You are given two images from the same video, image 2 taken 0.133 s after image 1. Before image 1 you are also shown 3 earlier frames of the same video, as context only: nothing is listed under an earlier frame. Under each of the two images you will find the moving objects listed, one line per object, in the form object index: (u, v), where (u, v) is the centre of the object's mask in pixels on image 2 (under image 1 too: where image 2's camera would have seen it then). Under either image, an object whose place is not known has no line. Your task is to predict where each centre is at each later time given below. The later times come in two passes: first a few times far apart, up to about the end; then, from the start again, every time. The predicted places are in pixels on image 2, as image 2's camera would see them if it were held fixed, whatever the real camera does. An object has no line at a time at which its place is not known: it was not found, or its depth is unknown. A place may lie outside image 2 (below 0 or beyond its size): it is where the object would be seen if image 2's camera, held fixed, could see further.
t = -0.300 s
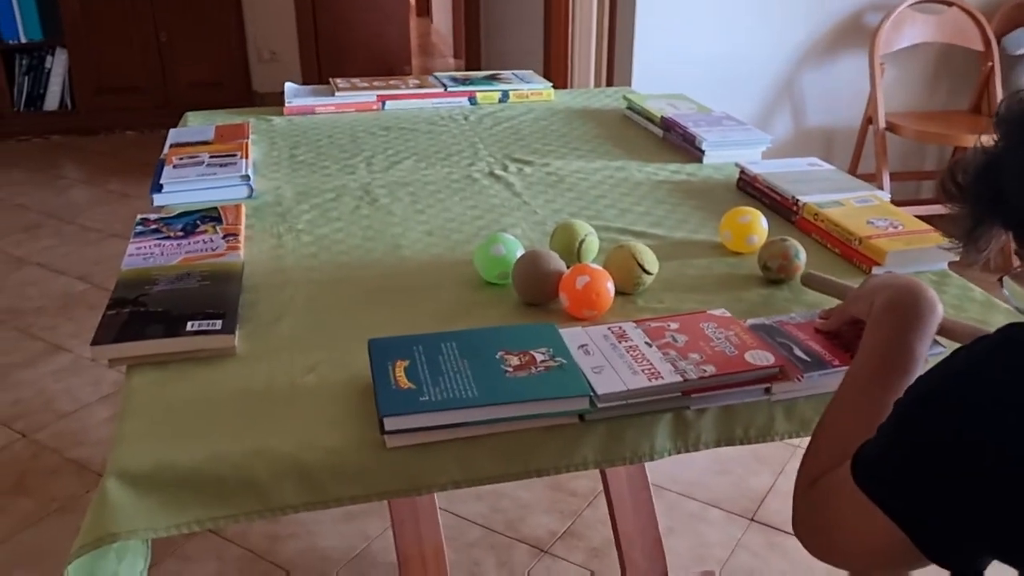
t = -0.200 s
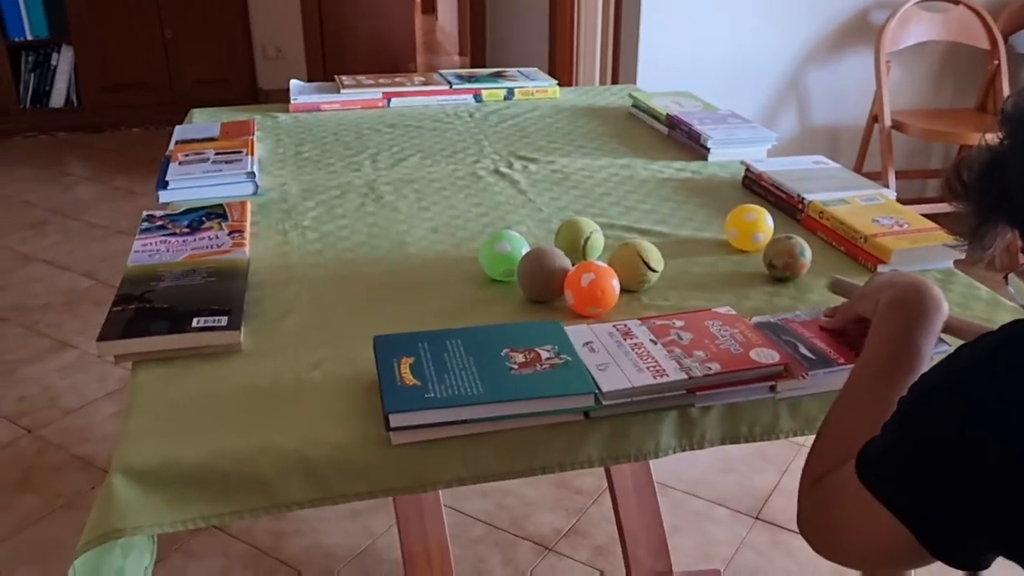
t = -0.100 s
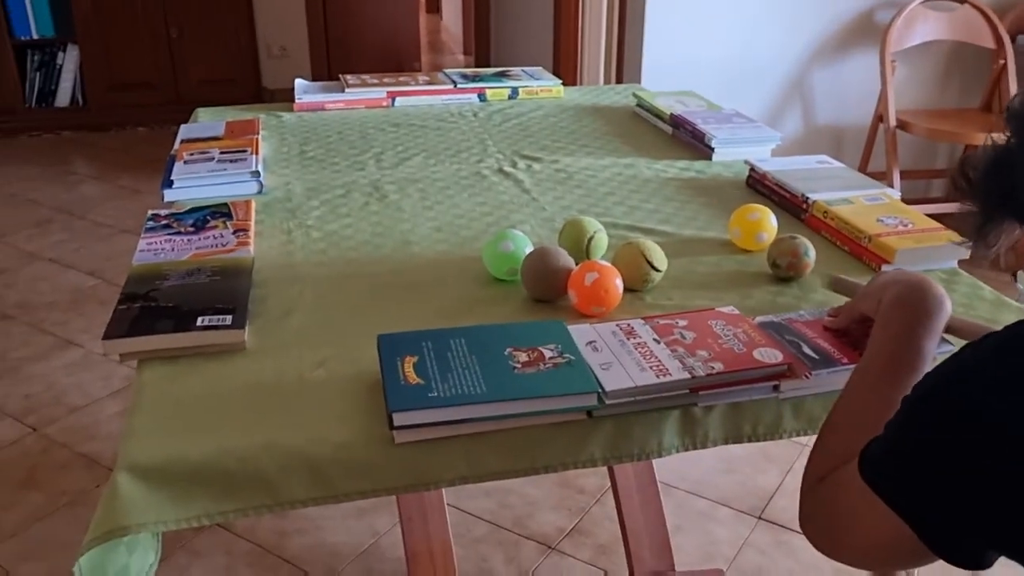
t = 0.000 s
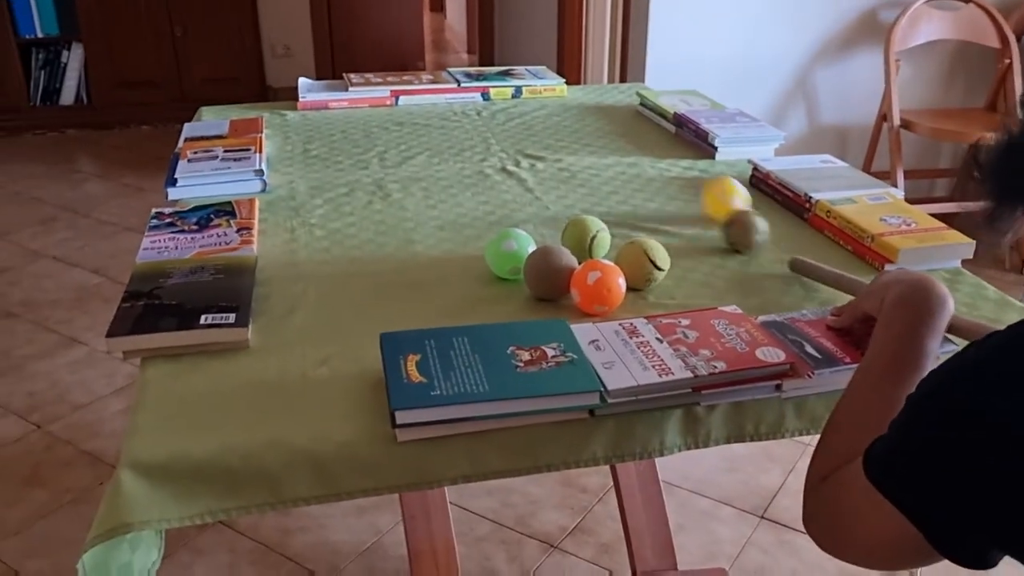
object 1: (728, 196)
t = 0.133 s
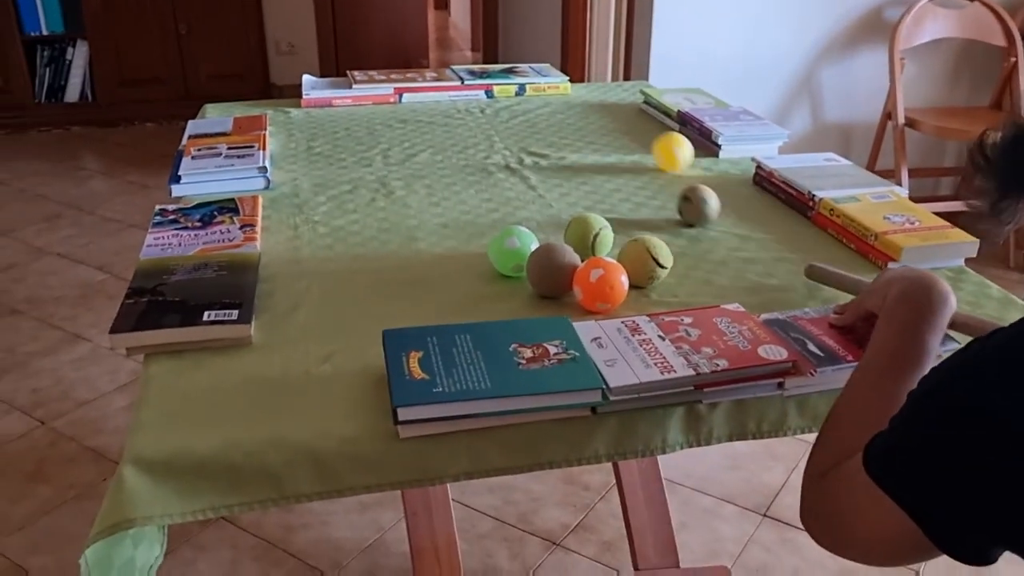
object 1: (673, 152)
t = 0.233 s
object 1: (645, 129)
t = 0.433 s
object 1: (602, 94)
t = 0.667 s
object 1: (568, 65)
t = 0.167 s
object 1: (662, 144)
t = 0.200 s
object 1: (654, 136)
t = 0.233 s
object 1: (645, 129)
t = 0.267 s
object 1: (637, 123)
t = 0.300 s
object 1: (628, 116)
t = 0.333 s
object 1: (621, 111)
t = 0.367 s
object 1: (615, 105)
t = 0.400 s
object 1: (608, 99)
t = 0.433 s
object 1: (602, 94)
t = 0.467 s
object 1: (595, 89)
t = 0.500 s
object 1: (590, 84)
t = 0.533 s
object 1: (584, 80)
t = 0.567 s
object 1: (580, 75)
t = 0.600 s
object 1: (576, 70)
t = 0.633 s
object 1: (571, 67)
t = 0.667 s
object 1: (568, 65)
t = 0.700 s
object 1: (565, 66)
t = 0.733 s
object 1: (563, 70)
